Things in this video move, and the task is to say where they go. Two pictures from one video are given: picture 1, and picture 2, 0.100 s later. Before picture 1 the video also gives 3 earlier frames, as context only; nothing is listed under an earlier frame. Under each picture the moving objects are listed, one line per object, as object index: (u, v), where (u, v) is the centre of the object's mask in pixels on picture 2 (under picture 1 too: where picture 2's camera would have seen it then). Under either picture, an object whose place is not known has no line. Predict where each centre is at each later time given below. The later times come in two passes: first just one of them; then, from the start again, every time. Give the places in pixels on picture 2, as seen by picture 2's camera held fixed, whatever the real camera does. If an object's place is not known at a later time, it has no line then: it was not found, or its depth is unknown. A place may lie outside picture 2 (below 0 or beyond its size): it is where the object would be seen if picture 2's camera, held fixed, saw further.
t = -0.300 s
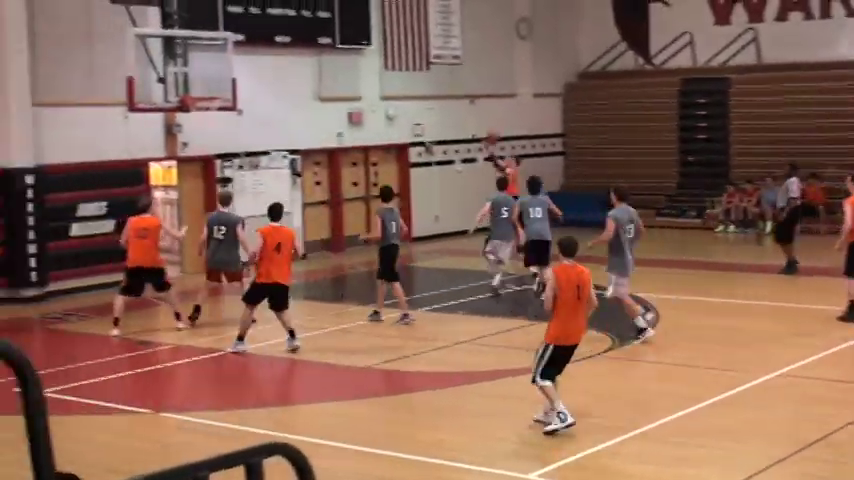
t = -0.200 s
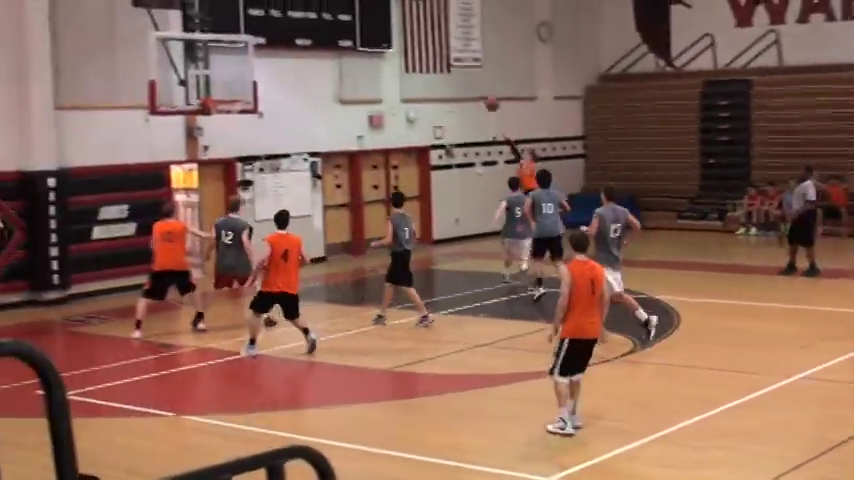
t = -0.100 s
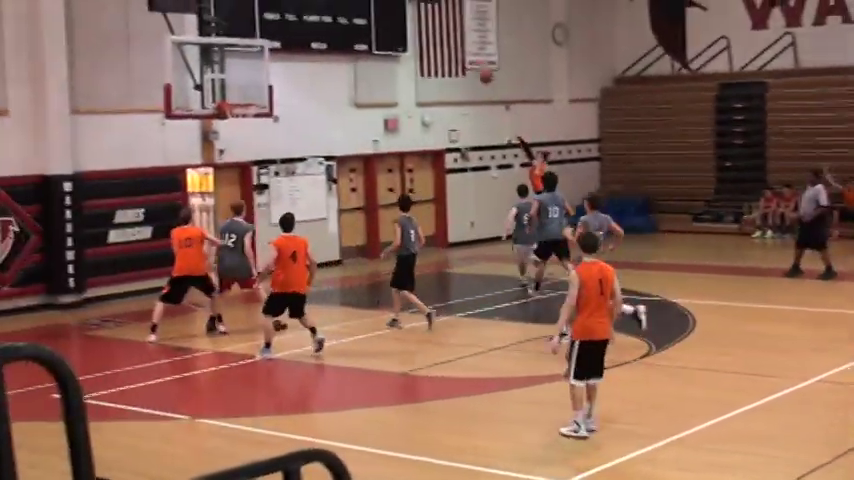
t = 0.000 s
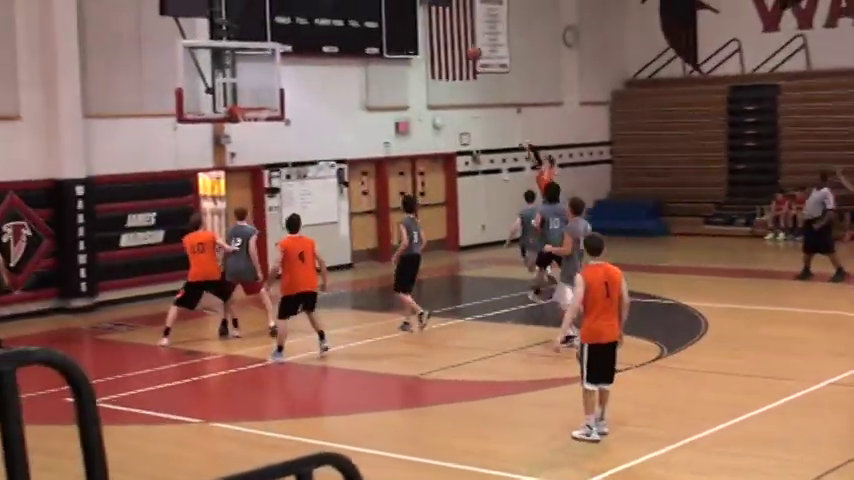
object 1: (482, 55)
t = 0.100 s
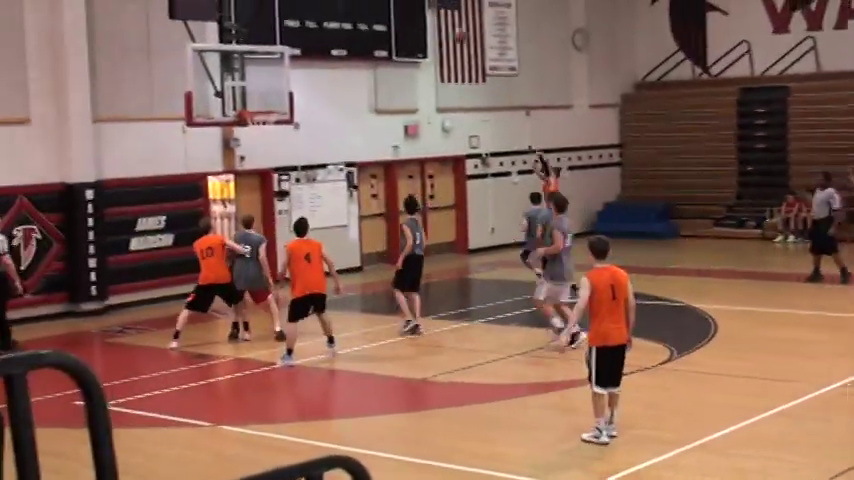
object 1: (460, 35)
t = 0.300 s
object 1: (415, 11)
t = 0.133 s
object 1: (454, 29)
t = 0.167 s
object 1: (446, 24)
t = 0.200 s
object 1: (438, 20)
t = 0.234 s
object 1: (431, 18)
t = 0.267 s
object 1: (422, 13)
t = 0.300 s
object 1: (415, 11)
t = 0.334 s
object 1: (408, 9)
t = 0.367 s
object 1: (401, 8)
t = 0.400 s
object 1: (392, 8)
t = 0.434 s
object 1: (384, 8)
